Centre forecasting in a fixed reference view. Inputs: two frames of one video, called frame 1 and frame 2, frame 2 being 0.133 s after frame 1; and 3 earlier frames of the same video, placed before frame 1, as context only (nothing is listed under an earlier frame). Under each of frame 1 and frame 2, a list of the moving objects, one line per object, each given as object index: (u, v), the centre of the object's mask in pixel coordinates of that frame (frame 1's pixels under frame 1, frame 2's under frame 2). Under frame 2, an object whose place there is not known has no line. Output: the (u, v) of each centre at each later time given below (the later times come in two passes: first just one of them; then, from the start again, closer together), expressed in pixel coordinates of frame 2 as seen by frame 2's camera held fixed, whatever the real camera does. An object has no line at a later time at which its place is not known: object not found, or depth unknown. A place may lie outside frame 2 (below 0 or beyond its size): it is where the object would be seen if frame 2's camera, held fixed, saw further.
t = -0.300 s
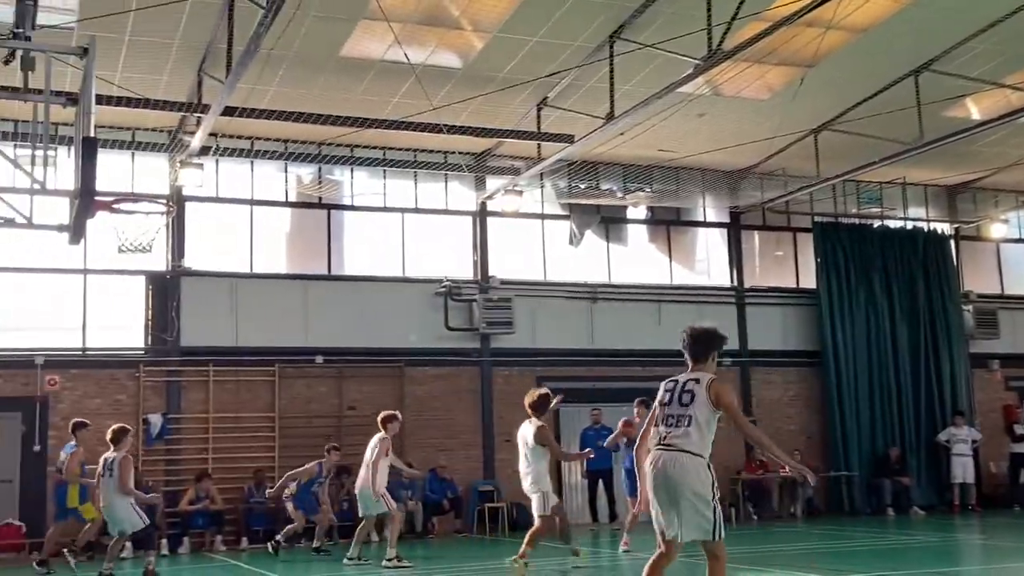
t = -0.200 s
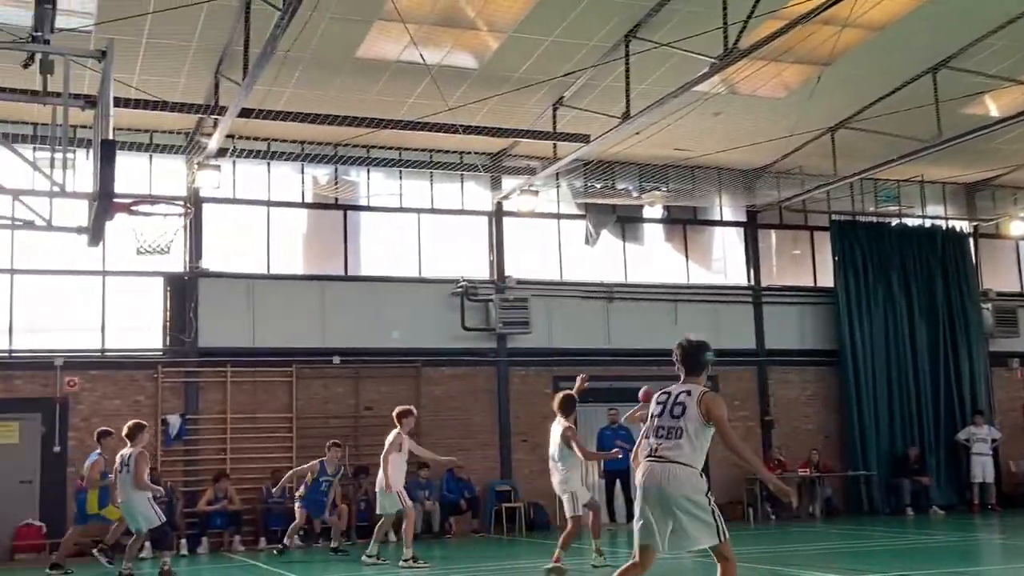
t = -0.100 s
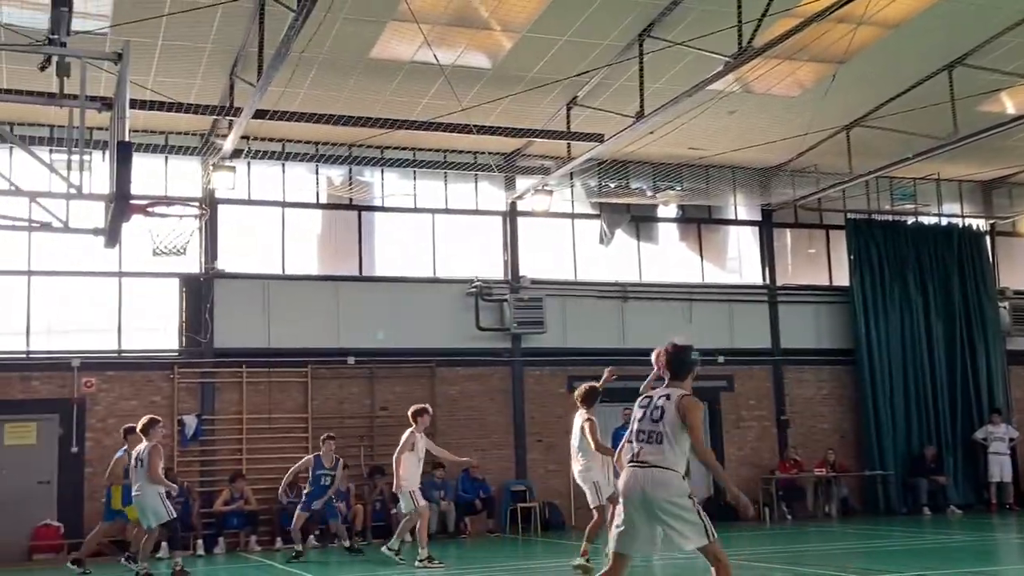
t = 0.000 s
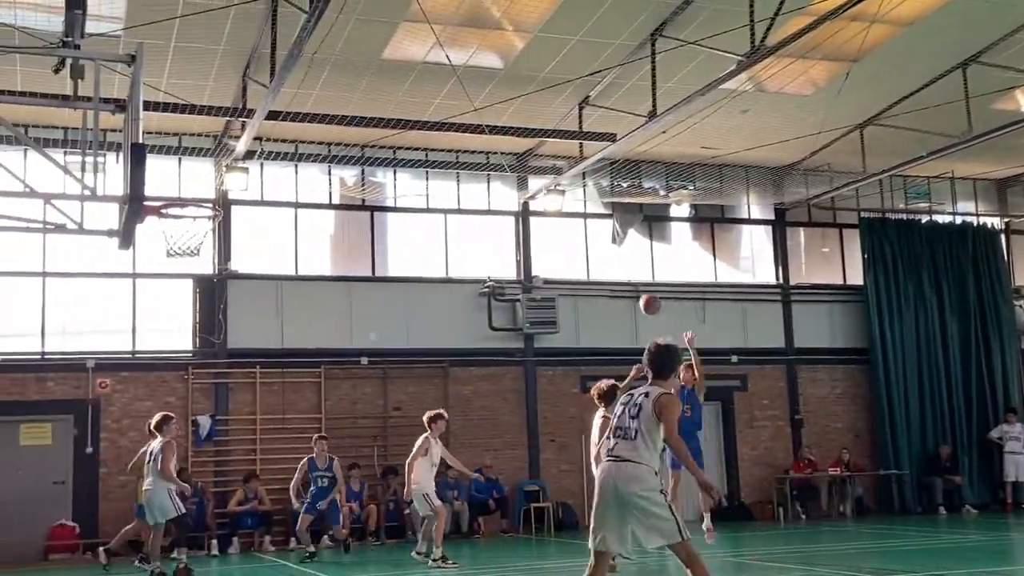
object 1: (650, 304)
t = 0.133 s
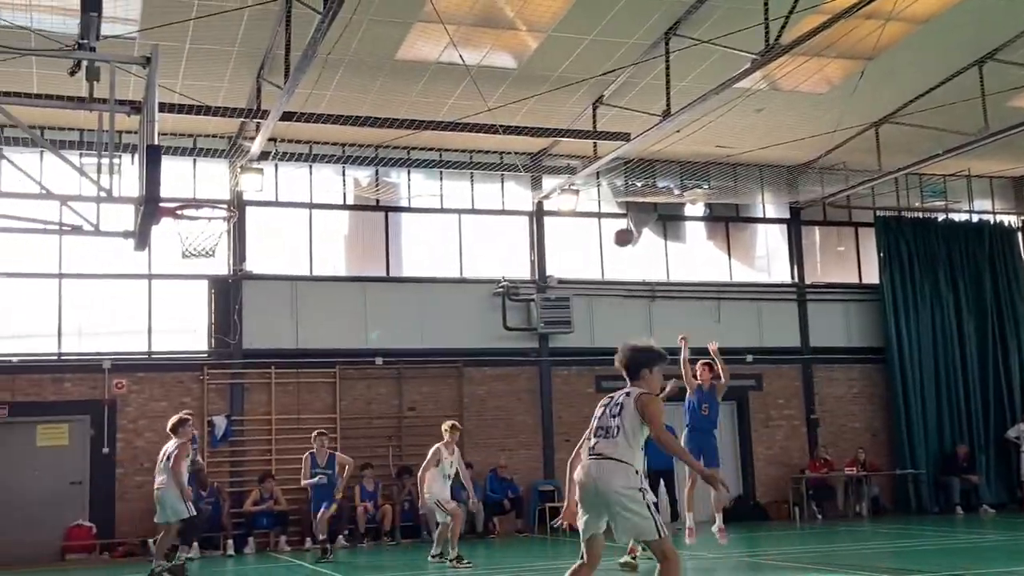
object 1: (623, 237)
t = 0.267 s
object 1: (578, 182)
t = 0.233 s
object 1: (589, 195)
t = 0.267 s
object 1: (578, 182)
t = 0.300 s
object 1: (567, 170)
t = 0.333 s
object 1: (555, 158)
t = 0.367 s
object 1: (544, 148)
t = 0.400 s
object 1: (532, 138)
